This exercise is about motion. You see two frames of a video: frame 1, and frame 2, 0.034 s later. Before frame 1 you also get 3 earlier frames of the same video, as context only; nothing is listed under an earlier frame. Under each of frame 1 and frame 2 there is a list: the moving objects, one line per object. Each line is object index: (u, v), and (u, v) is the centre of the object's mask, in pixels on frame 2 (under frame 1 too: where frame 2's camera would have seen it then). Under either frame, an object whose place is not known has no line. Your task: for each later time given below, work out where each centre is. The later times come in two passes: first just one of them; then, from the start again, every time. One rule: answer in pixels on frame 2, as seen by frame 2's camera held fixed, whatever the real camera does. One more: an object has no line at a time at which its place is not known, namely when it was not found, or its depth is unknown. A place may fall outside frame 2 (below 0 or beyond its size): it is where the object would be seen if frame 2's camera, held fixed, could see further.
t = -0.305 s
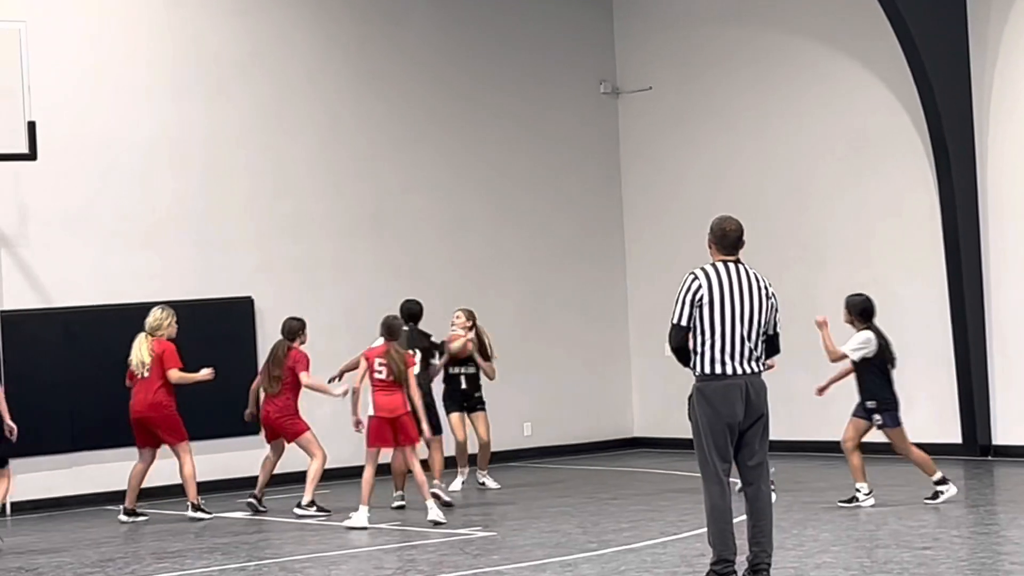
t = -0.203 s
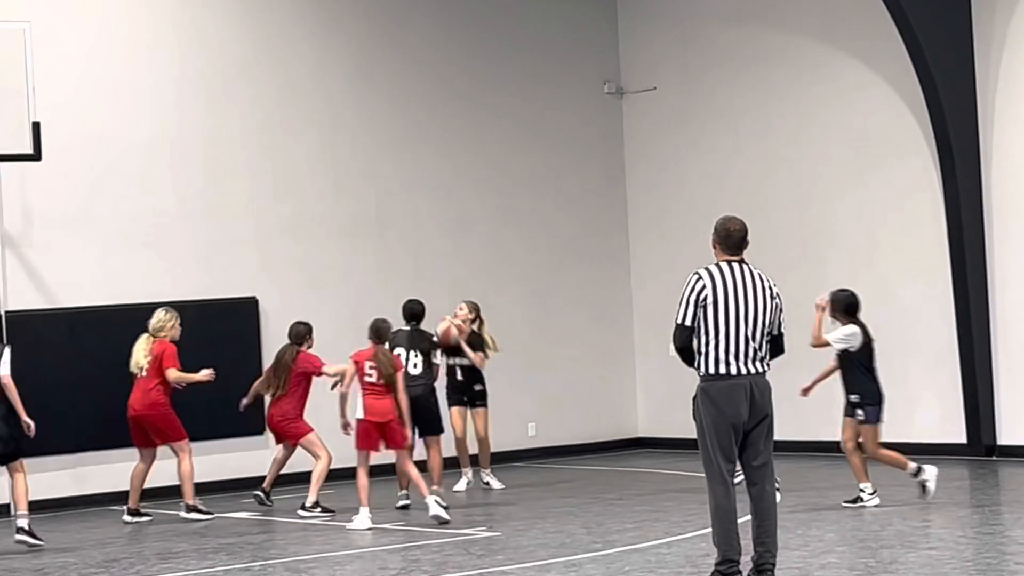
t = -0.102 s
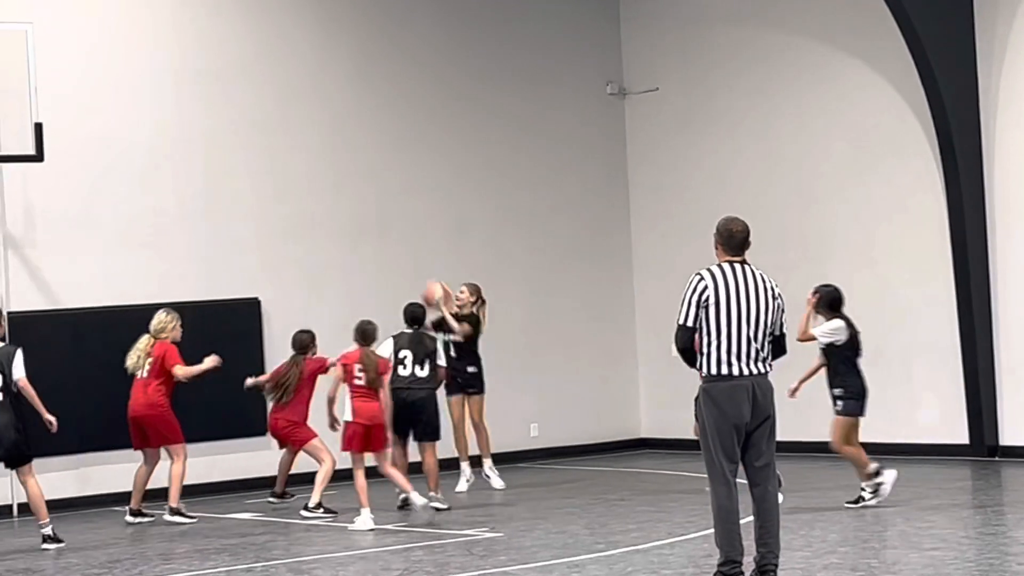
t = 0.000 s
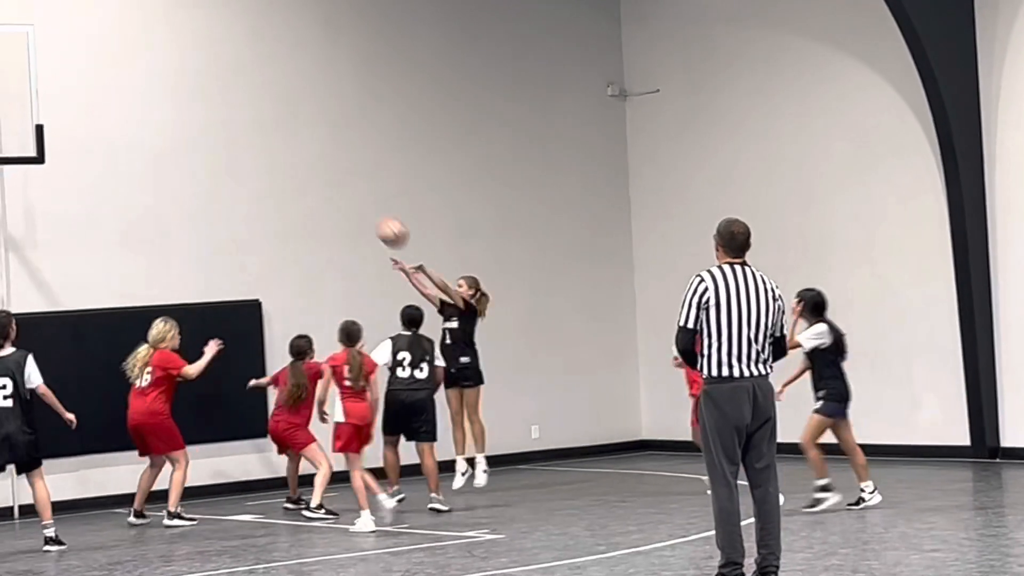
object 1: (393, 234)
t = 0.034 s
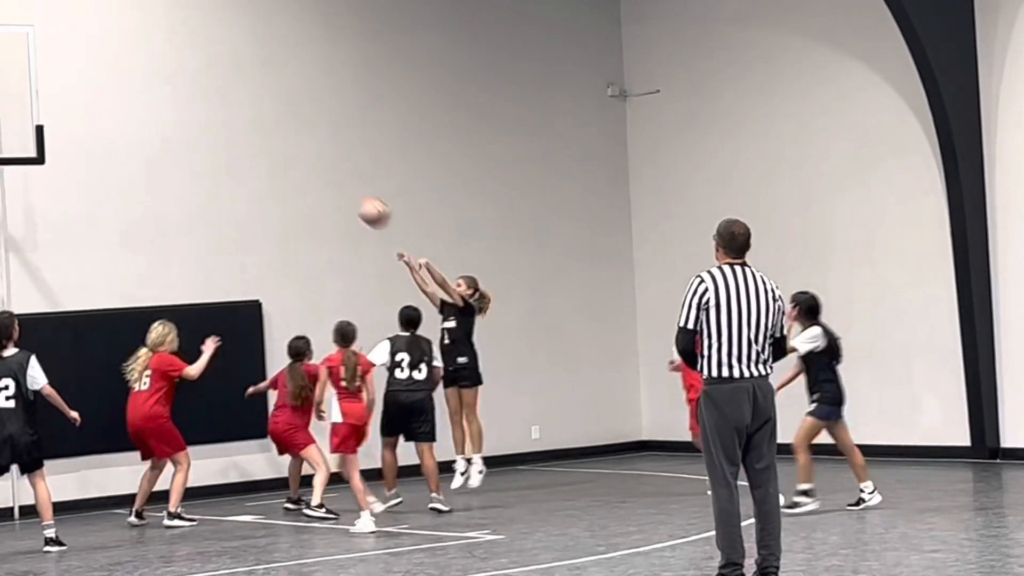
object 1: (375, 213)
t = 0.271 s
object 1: (248, 103)
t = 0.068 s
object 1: (356, 193)
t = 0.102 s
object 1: (338, 175)
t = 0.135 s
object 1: (319, 158)
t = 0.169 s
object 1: (301, 142)
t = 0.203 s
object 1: (282, 128)
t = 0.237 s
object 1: (265, 114)
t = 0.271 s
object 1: (248, 103)
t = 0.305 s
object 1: (229, 92)
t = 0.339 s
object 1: (211, 83)
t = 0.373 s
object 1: (194, 76)
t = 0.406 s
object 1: (176, 69)
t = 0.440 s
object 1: (157, 64)
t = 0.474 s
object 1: (139, 61)
